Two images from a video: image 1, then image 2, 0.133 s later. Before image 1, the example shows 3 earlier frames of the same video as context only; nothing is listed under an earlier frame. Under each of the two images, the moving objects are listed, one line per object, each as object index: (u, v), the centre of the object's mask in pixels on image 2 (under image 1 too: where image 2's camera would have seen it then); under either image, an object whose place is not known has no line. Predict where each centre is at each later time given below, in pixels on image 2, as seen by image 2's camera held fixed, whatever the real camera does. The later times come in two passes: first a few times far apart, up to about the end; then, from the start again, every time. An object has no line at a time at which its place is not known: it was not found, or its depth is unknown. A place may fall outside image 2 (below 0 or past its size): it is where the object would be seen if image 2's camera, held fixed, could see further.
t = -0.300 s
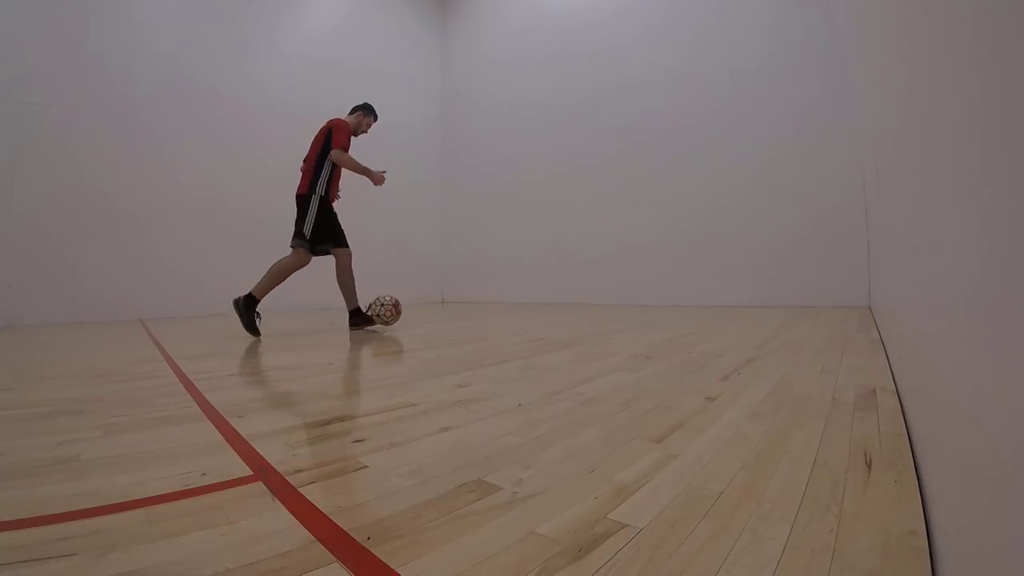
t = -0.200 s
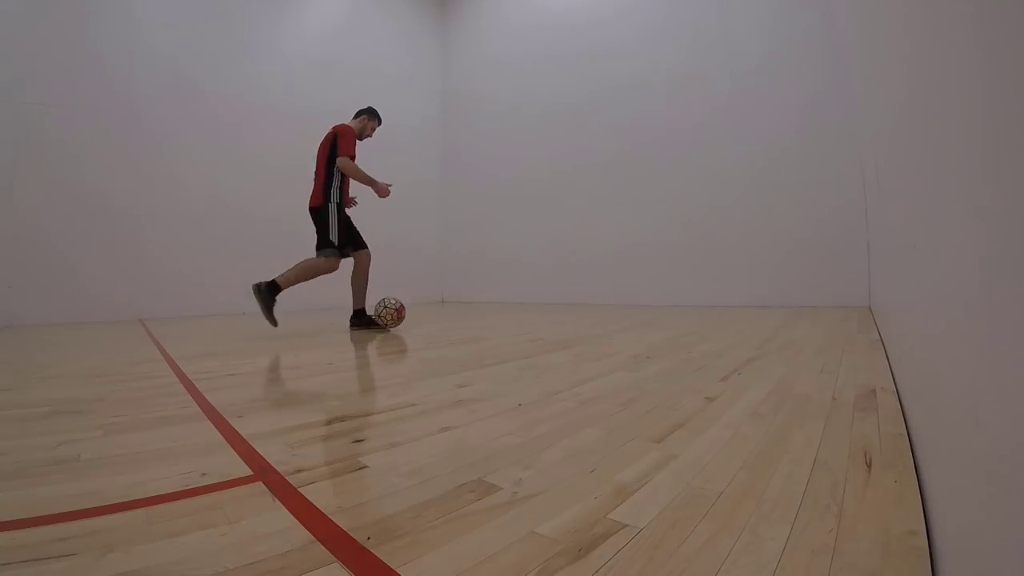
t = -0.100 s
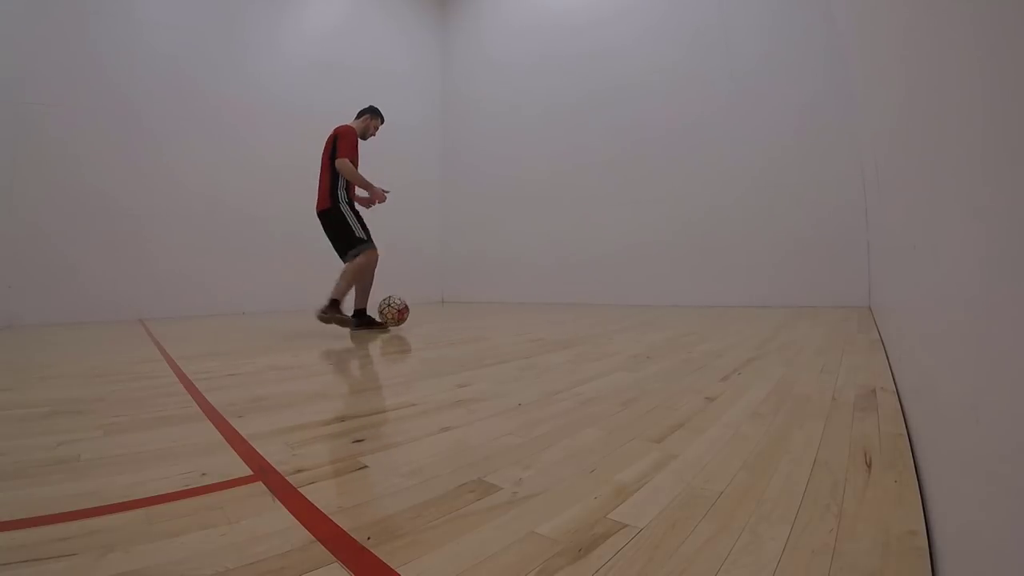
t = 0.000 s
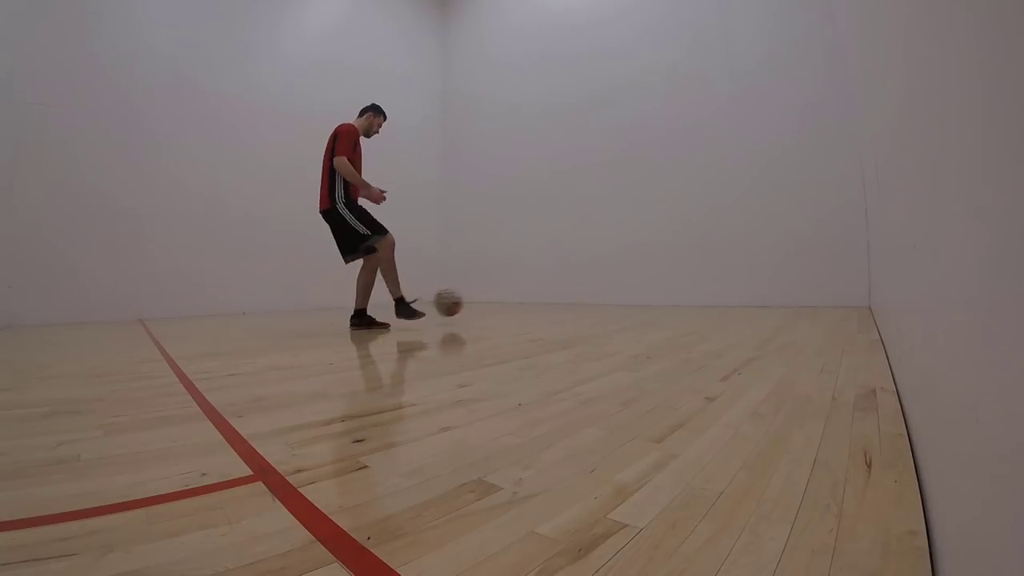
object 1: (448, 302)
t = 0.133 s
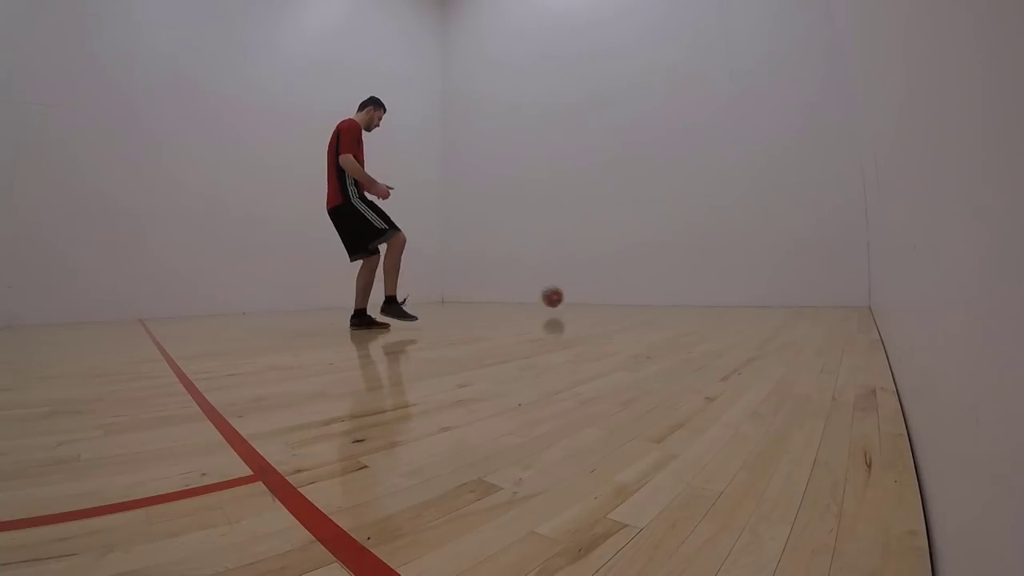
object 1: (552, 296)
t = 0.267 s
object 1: (613, 291)
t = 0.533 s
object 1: (511, 287)
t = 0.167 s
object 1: (571, 297)
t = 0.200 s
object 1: (587, 298)
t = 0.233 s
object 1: (601, 294)
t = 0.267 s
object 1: (613, 291)
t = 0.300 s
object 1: (605, 288)
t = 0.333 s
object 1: (594, 285)
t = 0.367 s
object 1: (583, 282)
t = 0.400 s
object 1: (571, 282)
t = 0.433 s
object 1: (557, 281)
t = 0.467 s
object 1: (543, 282)
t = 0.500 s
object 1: (528, 283)
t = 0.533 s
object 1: (511, 287)
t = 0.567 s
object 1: (493, 291)
